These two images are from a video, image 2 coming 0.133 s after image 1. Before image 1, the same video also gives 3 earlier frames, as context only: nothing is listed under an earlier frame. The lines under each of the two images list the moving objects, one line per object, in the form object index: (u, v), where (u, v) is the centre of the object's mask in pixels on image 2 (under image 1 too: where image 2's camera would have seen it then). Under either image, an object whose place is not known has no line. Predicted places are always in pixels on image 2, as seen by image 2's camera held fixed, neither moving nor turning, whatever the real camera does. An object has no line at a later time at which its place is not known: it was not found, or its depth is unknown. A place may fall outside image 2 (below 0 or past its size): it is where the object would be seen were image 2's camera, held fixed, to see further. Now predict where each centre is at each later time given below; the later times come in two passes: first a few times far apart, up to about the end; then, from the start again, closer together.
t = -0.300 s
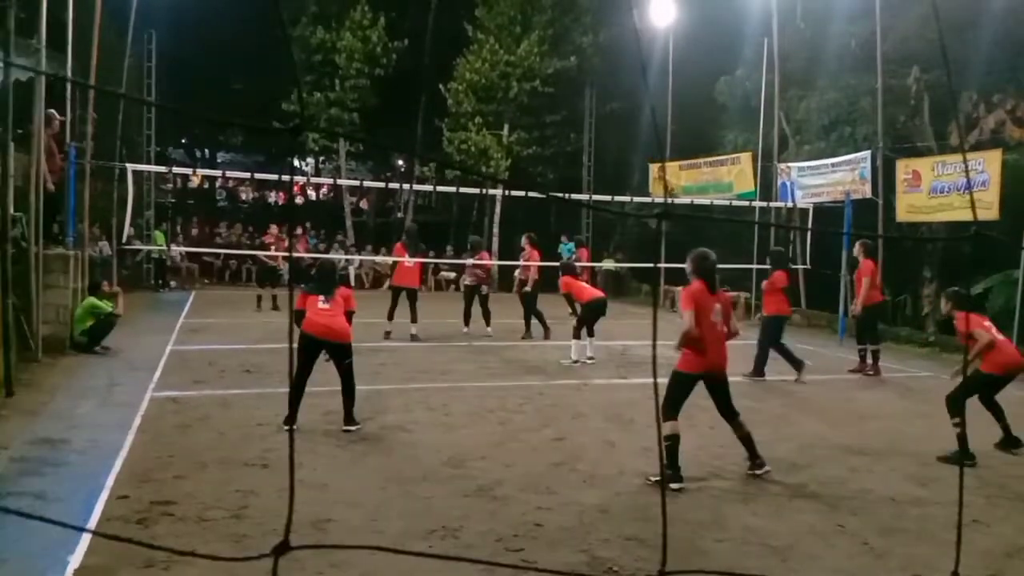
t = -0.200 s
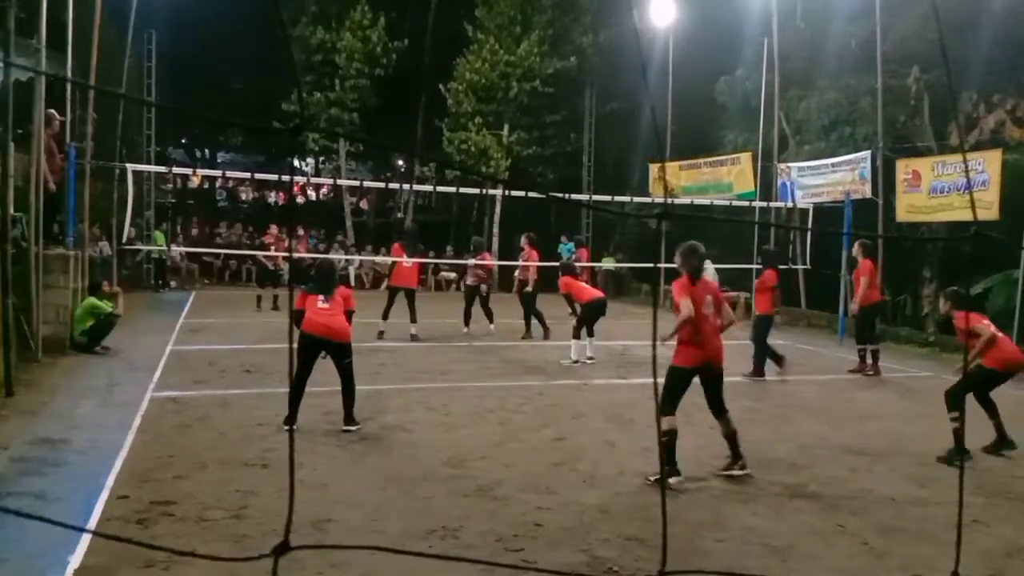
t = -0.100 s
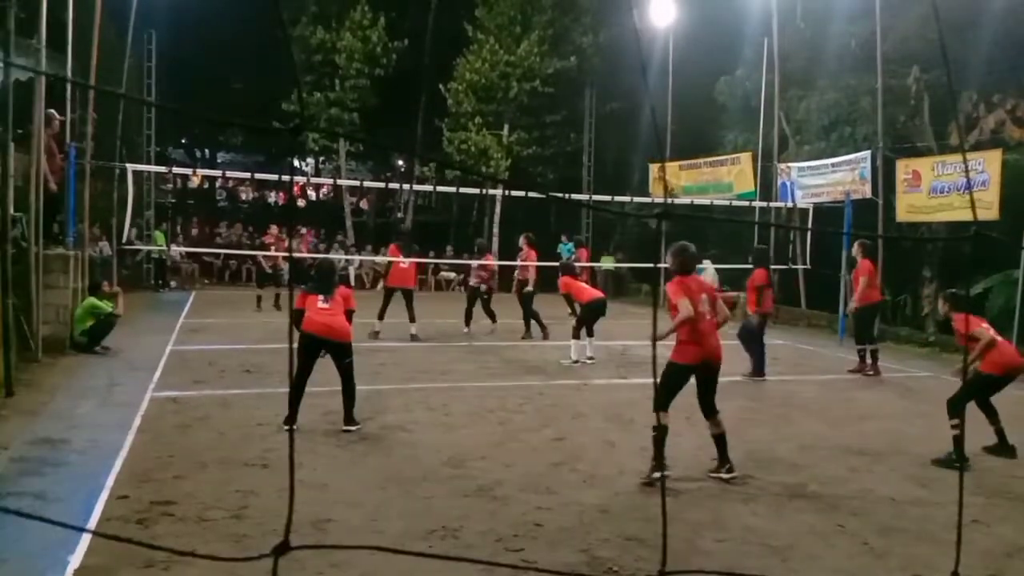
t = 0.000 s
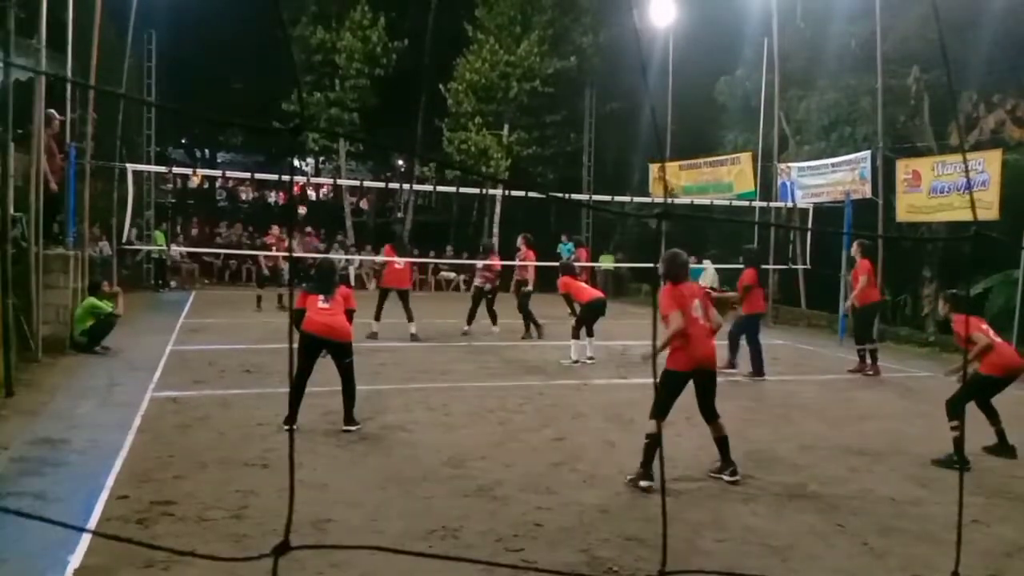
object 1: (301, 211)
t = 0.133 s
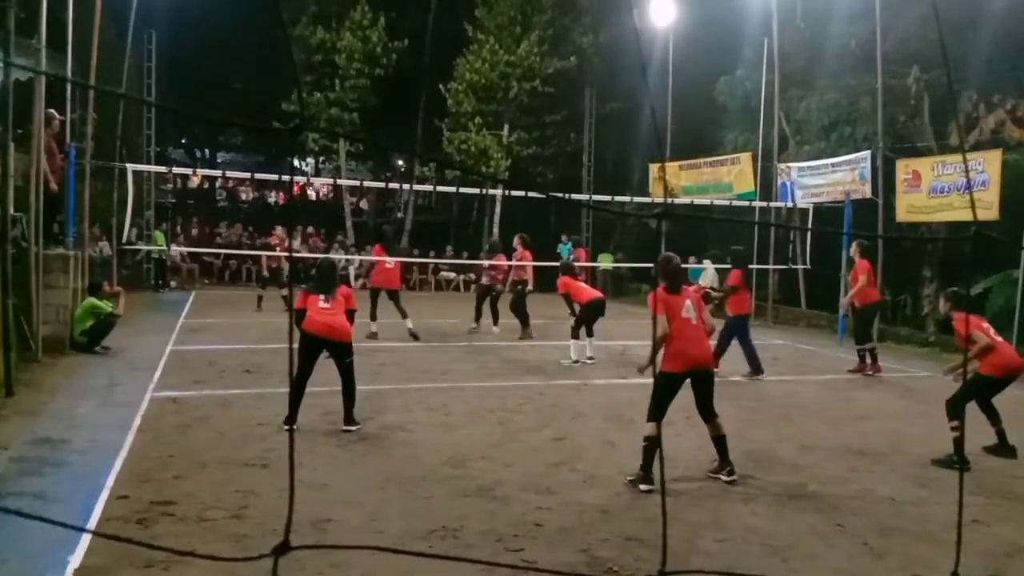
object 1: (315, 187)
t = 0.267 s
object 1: (338, 163)
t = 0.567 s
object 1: (407, 133)
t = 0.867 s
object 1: (527, 168)
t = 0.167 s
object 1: (324, 175)
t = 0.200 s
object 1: (327, 171)
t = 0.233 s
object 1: (332, 167)
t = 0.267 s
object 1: (338, 163)
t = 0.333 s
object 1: (352, 153)
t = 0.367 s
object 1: (358, 148)
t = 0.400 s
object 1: (364, 145)
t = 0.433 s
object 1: (374, 139)
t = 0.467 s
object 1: (382, 136)
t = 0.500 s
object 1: (388, 136)
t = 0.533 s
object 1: (397, 134)
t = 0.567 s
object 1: (407, 133)
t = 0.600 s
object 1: (417, 133)
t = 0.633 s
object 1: (429, 133)
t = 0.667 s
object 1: (439, 134)
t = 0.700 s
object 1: (451, 136)
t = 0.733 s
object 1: (463, 140)
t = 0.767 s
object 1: (479, 144)
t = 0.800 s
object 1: (492, 150)
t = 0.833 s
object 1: (508, 158)
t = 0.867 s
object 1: (527, 168)
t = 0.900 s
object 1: (546, 179)
